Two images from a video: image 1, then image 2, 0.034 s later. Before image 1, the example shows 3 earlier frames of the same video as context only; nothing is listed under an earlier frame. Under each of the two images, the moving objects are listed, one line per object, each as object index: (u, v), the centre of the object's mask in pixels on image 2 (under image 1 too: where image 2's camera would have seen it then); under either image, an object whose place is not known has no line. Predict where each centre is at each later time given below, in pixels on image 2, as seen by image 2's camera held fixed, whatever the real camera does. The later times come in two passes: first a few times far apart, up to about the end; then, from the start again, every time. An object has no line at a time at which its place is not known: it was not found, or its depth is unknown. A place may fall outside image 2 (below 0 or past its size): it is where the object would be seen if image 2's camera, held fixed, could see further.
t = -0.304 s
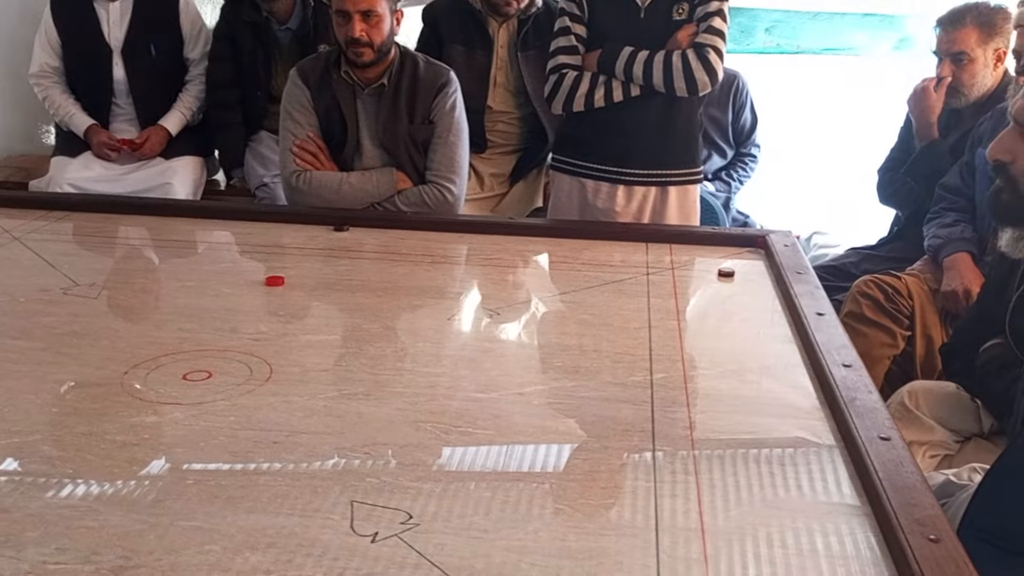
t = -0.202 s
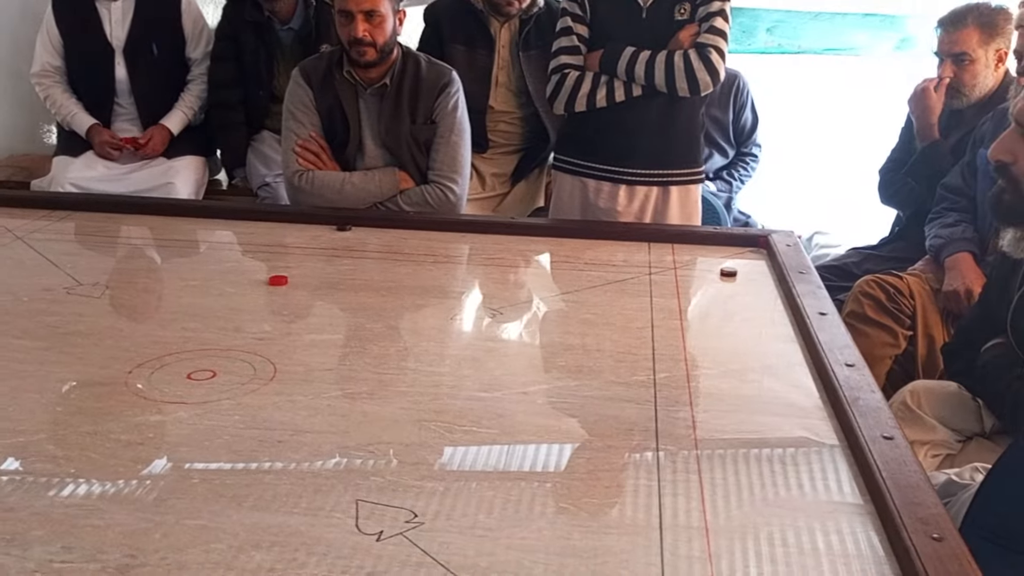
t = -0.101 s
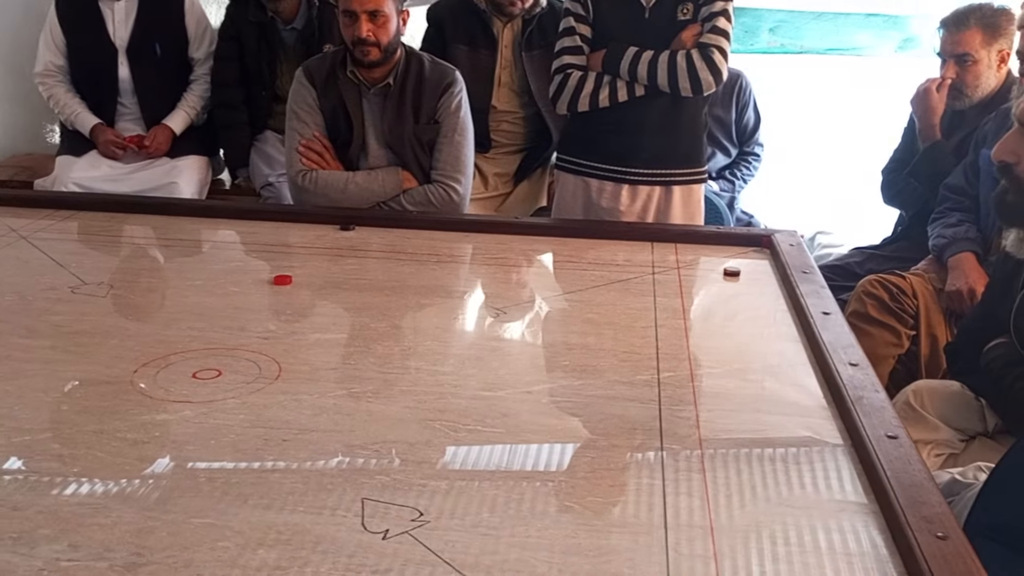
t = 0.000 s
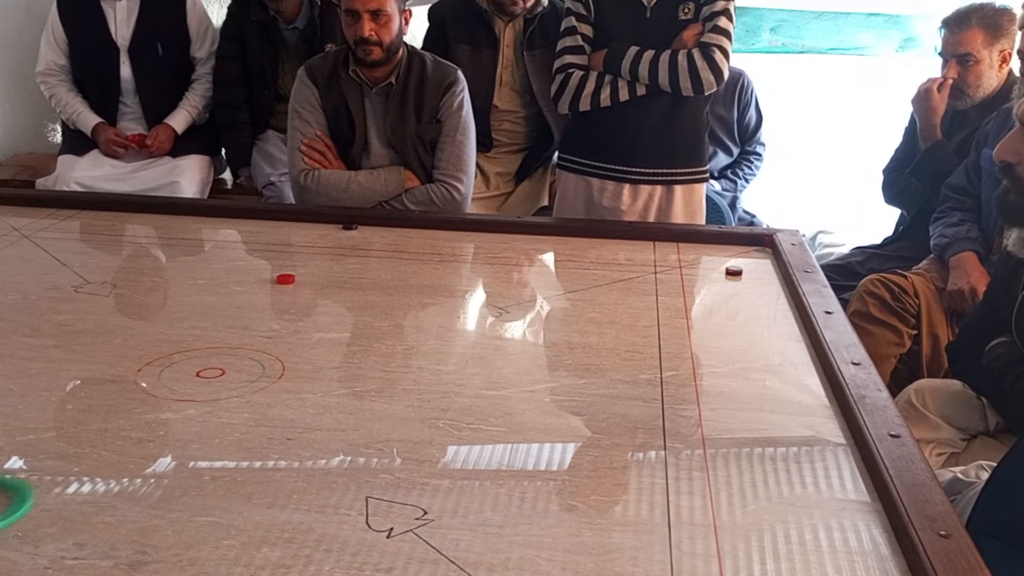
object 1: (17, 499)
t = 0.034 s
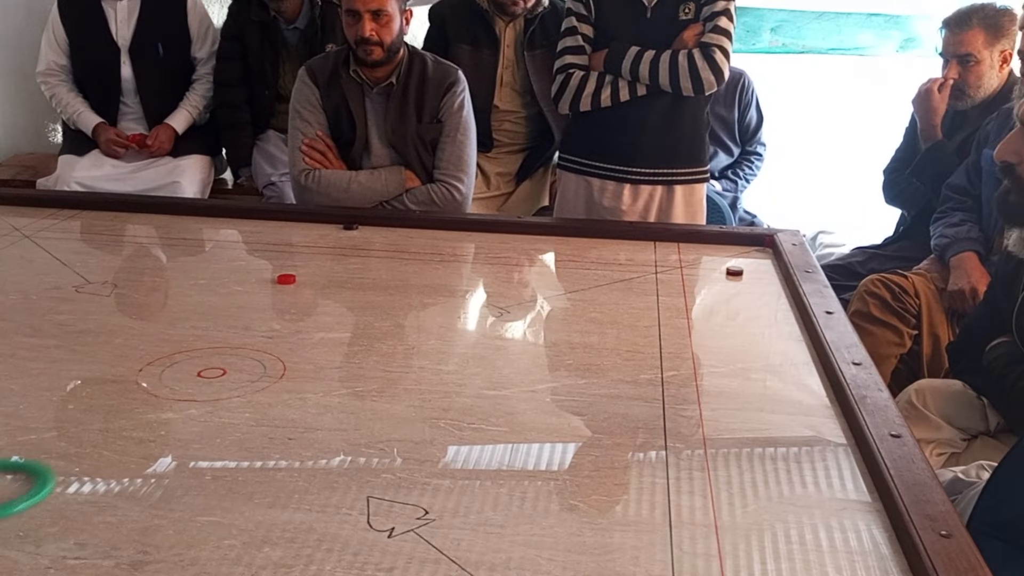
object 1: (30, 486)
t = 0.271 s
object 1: (108, 392)
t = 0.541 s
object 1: (205, 317)
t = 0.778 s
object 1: (258, 273)
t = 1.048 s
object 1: (294, 236)
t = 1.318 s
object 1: (270, 250)
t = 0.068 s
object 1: (41, 478)
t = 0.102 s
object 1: (48, 466)
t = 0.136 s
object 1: (49, 443)
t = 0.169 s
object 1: (61, 430)
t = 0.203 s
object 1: (78, 416)
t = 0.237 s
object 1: (94, 404)
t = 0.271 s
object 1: (108, 392)
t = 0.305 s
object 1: (122, 381)
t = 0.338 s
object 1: (135, 371)
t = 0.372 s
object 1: (148, 360)
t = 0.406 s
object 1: (161, 351)
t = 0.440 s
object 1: (173, 342)
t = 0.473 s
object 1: (184, 333)
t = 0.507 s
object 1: (194, 325)
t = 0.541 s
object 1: (205, 317)
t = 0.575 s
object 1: (214, 310)
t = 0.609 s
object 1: (224, 302)
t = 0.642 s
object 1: (233, 296)
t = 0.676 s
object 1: (241, 289)
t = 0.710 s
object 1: (247, 283)
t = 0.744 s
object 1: (253, 278)
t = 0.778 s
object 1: (258, 273)
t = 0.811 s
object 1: (263, 267)
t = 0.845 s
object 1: (268, 262)
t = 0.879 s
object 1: (273, 258)
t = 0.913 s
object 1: (277, 253)
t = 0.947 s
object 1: (281, 249)
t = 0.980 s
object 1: (286, 244)
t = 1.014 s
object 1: (290, 240)
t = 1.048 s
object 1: (294, 236)
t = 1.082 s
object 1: (298, 232)
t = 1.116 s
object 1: (300, 231)
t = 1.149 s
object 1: (295, 233)
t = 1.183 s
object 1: (290, 237)
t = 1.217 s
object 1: (285, 240)
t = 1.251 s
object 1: (280, 243)
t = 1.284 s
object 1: (275, 246)
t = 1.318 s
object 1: (270, 250)
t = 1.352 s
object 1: (266, 253)
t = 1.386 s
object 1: (260, 257)
